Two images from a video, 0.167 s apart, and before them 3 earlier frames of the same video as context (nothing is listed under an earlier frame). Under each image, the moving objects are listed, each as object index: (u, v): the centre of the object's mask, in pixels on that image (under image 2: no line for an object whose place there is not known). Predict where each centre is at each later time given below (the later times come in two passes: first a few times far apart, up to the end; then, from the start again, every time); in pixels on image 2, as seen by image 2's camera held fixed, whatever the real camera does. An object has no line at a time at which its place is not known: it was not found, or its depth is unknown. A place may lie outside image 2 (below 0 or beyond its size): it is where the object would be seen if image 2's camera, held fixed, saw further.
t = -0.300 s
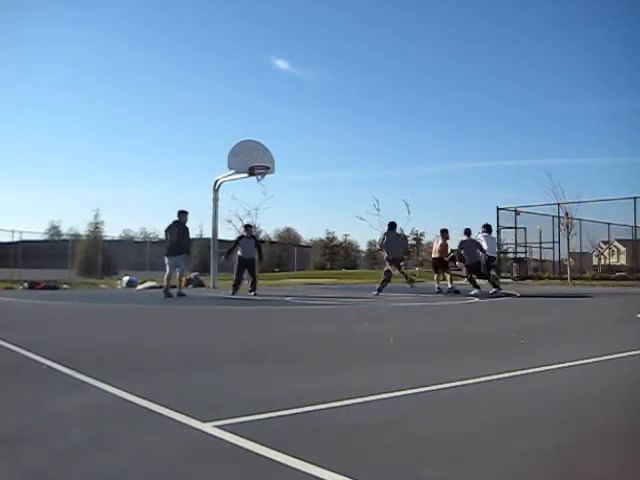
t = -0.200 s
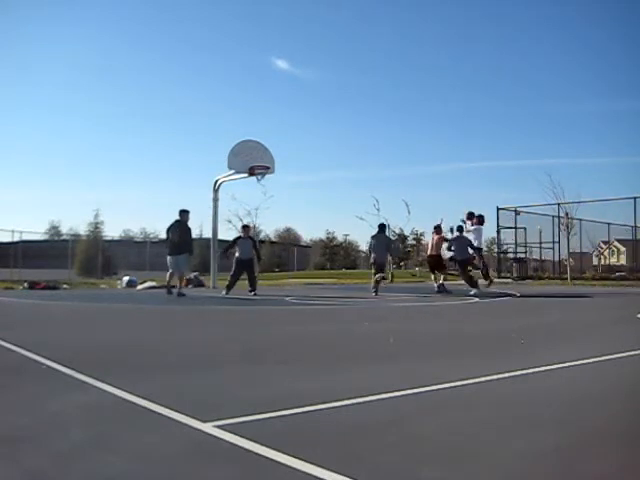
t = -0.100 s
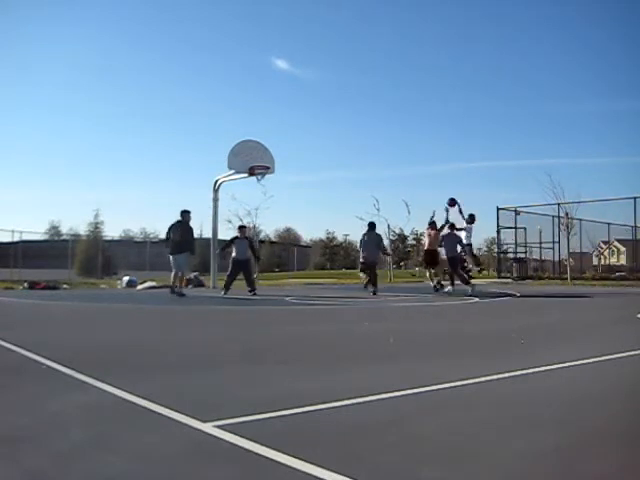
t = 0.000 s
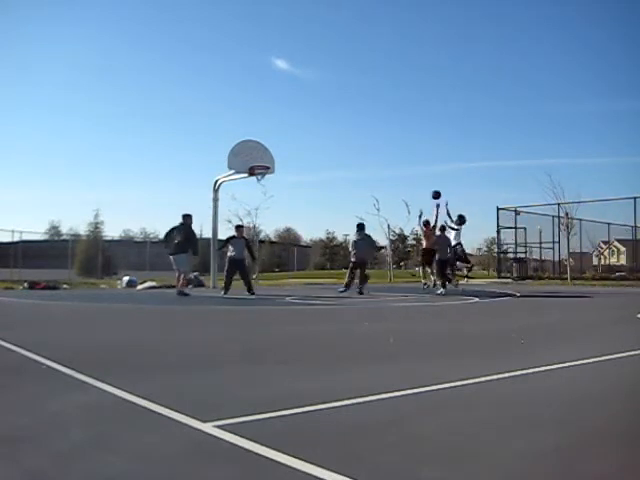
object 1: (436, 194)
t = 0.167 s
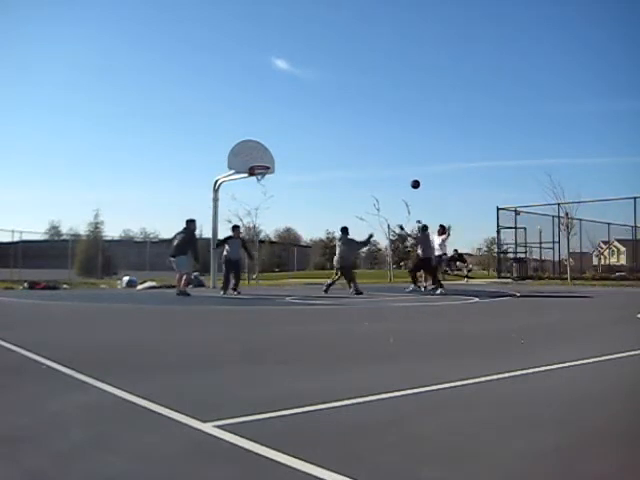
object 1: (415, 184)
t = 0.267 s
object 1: (403, 182)
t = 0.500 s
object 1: (377, 193)
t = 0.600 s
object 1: (367, 204)
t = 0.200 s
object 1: (411, 182)
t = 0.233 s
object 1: (407, 182)
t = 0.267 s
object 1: (403, 182)
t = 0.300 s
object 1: (399, 182)
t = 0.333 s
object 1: (396, 183)
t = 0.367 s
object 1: (392, 184)
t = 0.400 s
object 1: (388, 186)
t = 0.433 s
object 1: (385, 188)
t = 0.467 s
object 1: (381, 190)
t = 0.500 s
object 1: (377, 193)
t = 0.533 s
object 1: (374, 197)
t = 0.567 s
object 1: (371, 200)
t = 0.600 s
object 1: (367, 204)
